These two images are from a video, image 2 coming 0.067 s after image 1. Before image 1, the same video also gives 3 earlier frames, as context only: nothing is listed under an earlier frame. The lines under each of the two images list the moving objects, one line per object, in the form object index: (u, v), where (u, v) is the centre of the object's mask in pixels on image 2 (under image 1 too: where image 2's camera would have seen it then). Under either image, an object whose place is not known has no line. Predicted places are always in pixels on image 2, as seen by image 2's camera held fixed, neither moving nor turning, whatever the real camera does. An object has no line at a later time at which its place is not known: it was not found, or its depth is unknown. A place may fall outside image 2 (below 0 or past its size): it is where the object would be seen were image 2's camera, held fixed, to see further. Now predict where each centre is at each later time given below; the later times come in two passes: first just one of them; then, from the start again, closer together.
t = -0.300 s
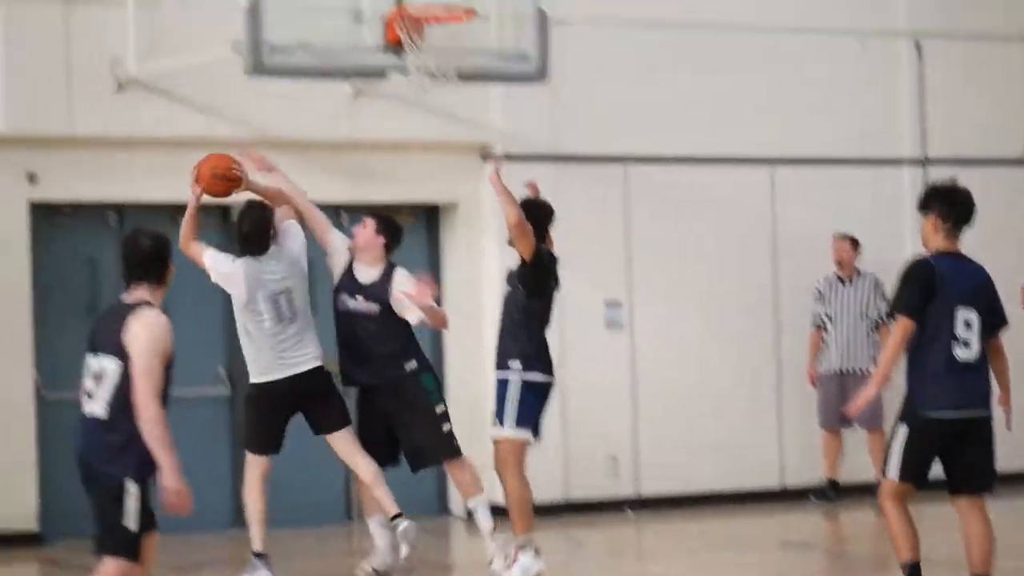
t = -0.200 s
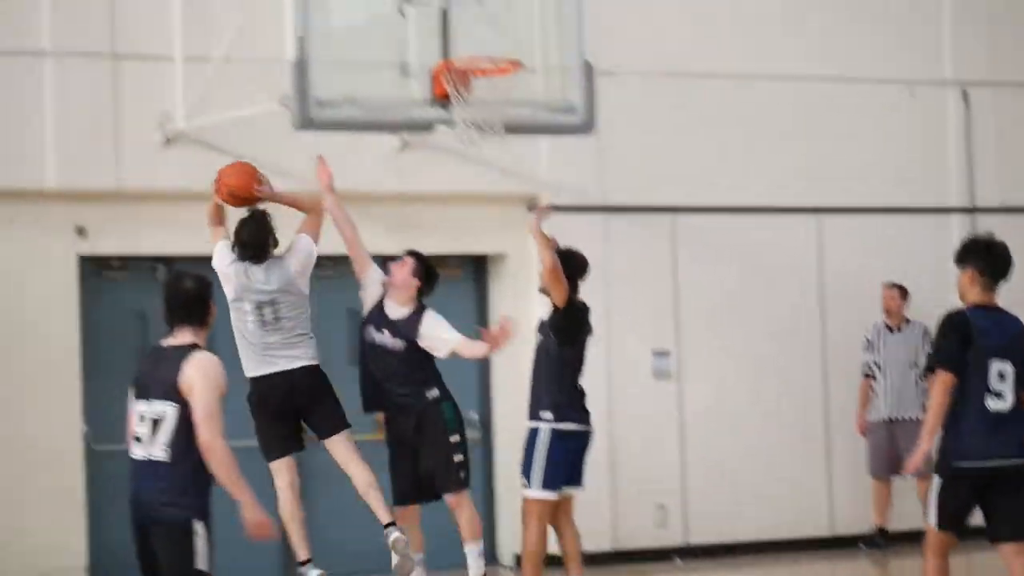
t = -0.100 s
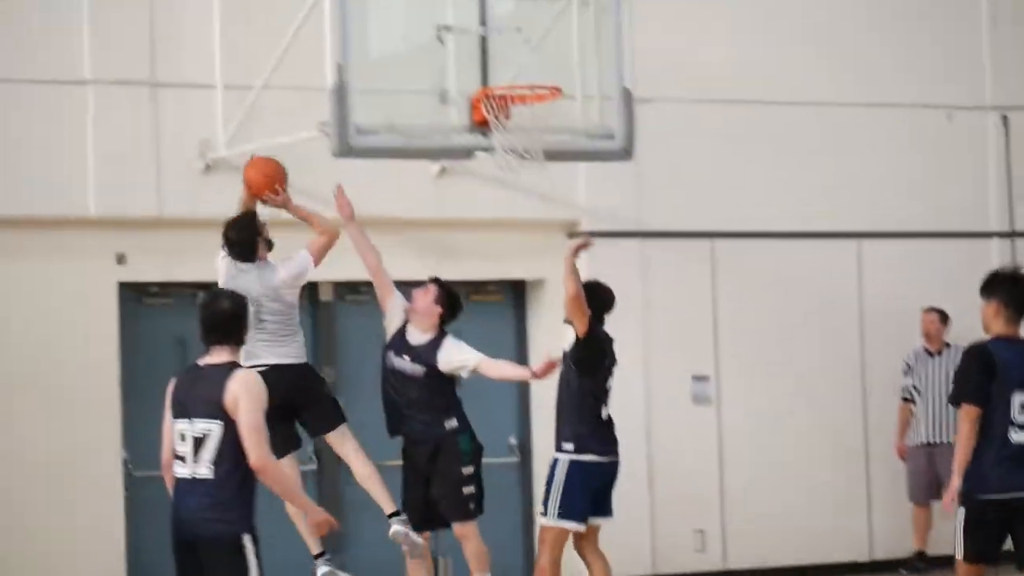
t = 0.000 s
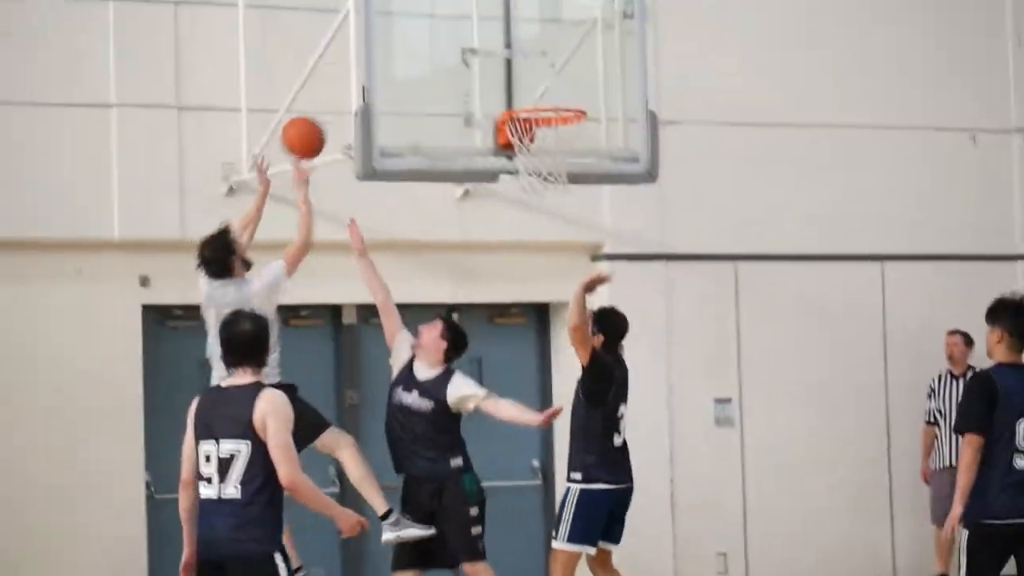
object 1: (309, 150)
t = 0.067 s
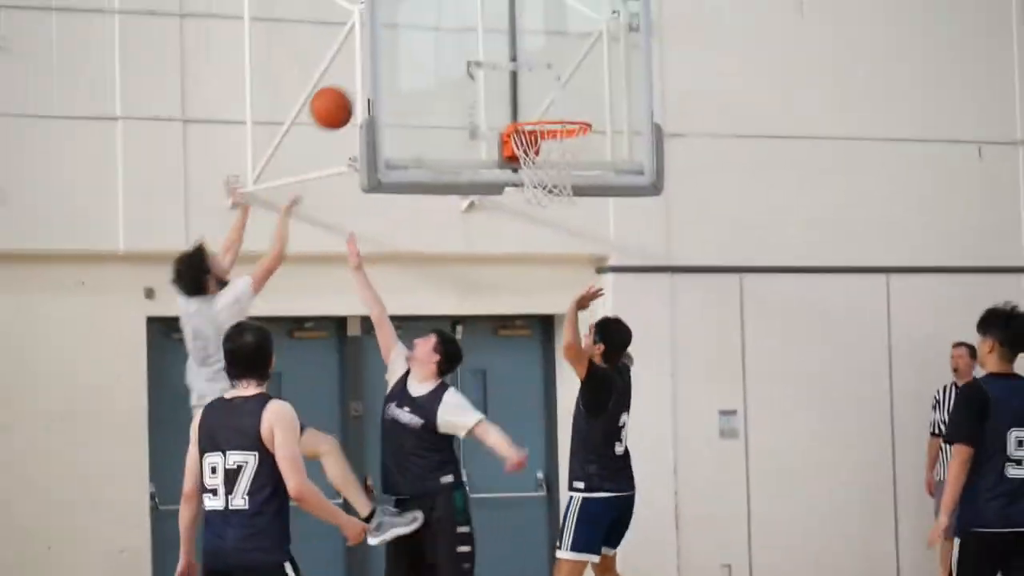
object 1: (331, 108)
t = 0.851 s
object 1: (575, 162)
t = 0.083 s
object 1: (336, 99)
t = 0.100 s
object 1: (342, 90)
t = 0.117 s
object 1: (347, 83)
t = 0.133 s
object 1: (353, 76)
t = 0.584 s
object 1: (500, 53)
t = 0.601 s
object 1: (506, 58)
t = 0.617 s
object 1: (511, 63)
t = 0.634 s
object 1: (516, 71)
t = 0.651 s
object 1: (522, 77)
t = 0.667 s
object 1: (527, 84)
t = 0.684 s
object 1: (533, 92)
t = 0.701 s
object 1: (538, 100)
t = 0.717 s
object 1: (545, 106)
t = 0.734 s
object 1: (551, 111)
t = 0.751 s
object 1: (557, 115)
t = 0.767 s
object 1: (570, 146)
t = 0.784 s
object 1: (568, 150)
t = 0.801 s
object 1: (571, 153)
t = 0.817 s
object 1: (574, 158)
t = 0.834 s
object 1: (574, 160)
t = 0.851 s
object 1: (575, 162)
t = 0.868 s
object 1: (576, 164)
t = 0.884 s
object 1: (575, 165)
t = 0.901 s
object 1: (574, 166)
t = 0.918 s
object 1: (574, 167)
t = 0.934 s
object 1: (573, 168)
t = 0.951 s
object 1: (571, 170)
